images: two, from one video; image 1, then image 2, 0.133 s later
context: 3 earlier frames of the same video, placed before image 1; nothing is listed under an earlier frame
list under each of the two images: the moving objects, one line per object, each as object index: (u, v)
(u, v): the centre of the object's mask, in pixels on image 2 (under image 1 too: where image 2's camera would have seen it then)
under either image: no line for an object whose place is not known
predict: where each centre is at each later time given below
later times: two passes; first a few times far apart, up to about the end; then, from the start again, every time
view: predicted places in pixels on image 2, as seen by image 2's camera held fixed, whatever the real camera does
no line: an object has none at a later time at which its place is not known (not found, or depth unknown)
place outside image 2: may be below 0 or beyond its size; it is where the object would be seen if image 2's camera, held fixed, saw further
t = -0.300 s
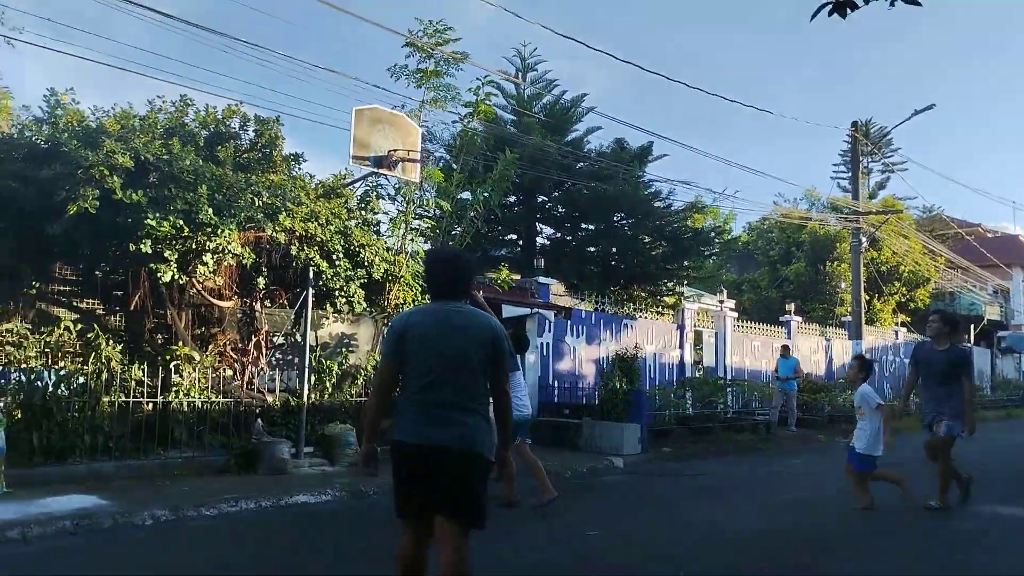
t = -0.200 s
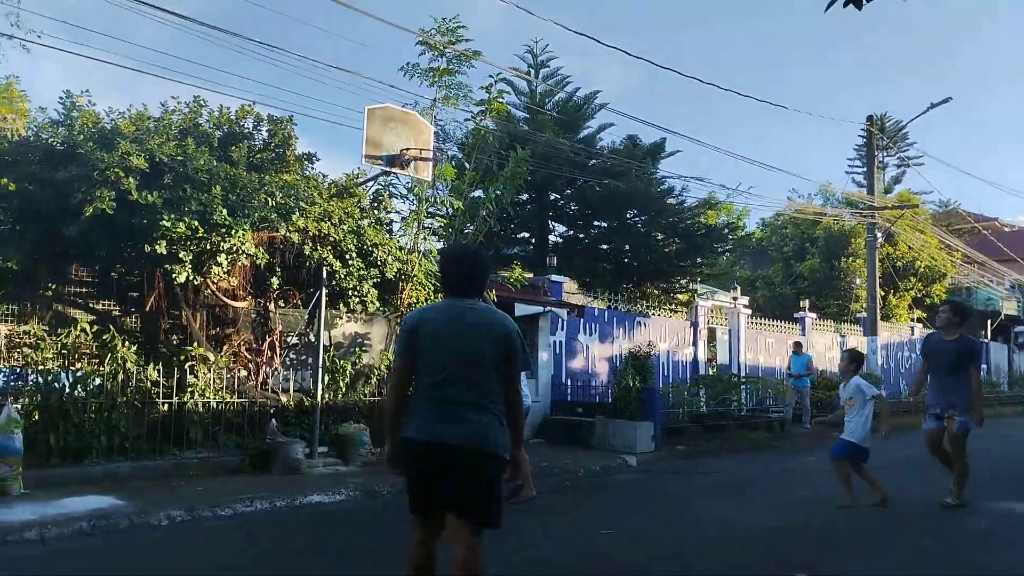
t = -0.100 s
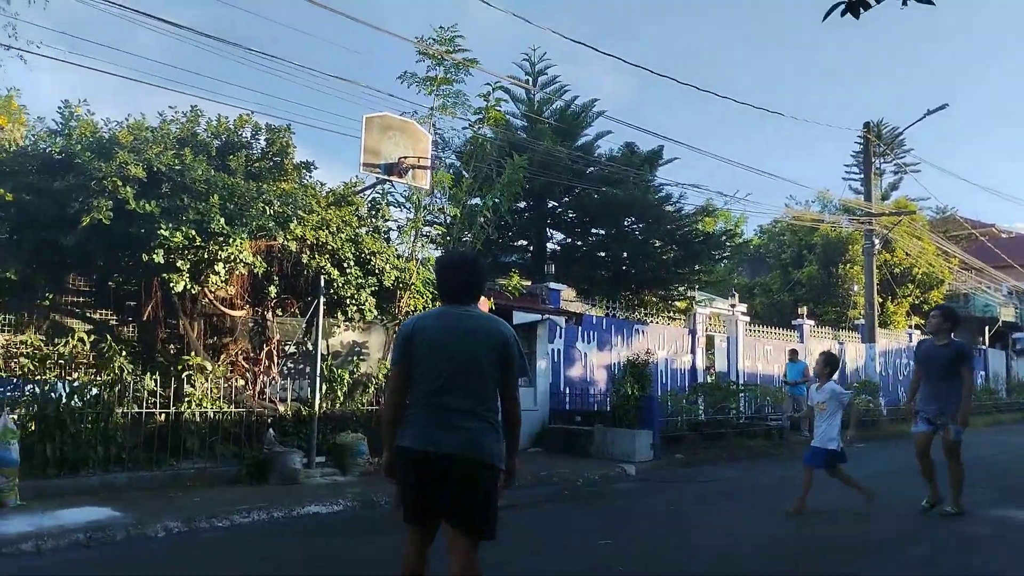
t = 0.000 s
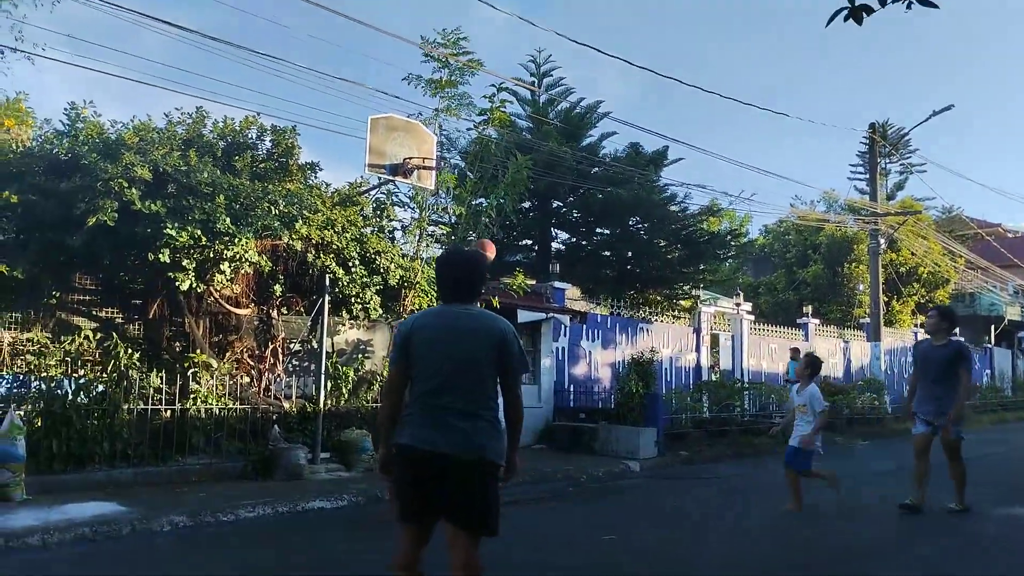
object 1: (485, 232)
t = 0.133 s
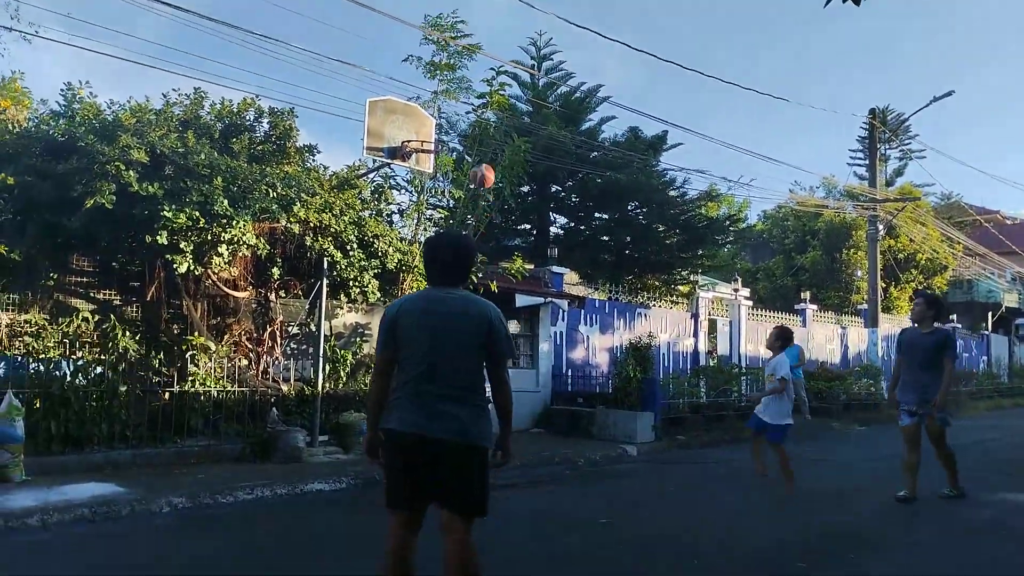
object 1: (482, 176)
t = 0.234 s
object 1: (482, 140)
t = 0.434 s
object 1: (483, 99)
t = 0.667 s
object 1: (483, 99)
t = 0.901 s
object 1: (482, 153)
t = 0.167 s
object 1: (481, 163)
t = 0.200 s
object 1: (481, 151)
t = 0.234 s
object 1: (482, 140)
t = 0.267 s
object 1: (481, 130)
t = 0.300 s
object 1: (482, 123)
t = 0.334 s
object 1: (483, 115)
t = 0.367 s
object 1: (483, 109)
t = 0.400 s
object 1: (483, 103)
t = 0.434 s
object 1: (483, 99)
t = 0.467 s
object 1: (483, 95)
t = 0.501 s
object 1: (483, 93)
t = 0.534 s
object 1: (483, 93)
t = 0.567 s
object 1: (483, 93)
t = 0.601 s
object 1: (483, 93)
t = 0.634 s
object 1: (483, 96)
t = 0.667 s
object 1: (483, 99)
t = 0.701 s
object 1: (483, 103)
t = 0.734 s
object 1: (483, 109)
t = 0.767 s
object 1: (483, 116)
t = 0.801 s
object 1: (482, 125)
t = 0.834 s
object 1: (482, 133)
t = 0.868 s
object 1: (482, 143)
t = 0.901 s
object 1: (482, 153)
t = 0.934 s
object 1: (481, 167)
